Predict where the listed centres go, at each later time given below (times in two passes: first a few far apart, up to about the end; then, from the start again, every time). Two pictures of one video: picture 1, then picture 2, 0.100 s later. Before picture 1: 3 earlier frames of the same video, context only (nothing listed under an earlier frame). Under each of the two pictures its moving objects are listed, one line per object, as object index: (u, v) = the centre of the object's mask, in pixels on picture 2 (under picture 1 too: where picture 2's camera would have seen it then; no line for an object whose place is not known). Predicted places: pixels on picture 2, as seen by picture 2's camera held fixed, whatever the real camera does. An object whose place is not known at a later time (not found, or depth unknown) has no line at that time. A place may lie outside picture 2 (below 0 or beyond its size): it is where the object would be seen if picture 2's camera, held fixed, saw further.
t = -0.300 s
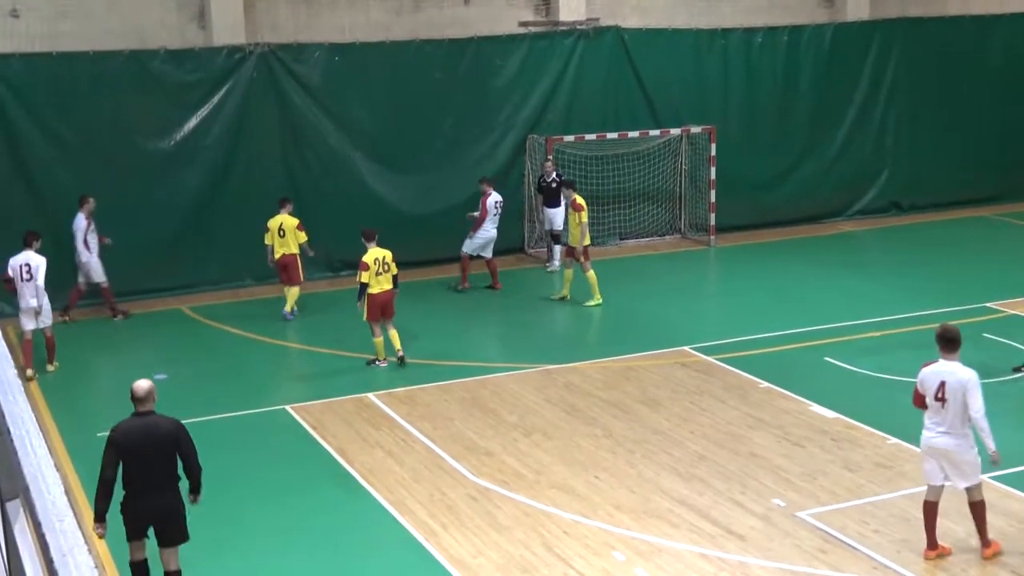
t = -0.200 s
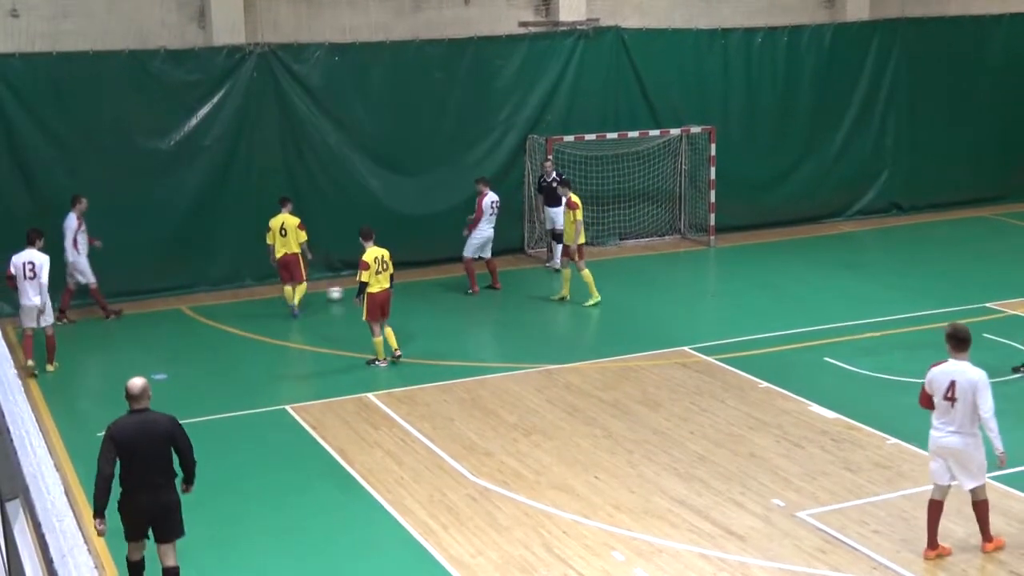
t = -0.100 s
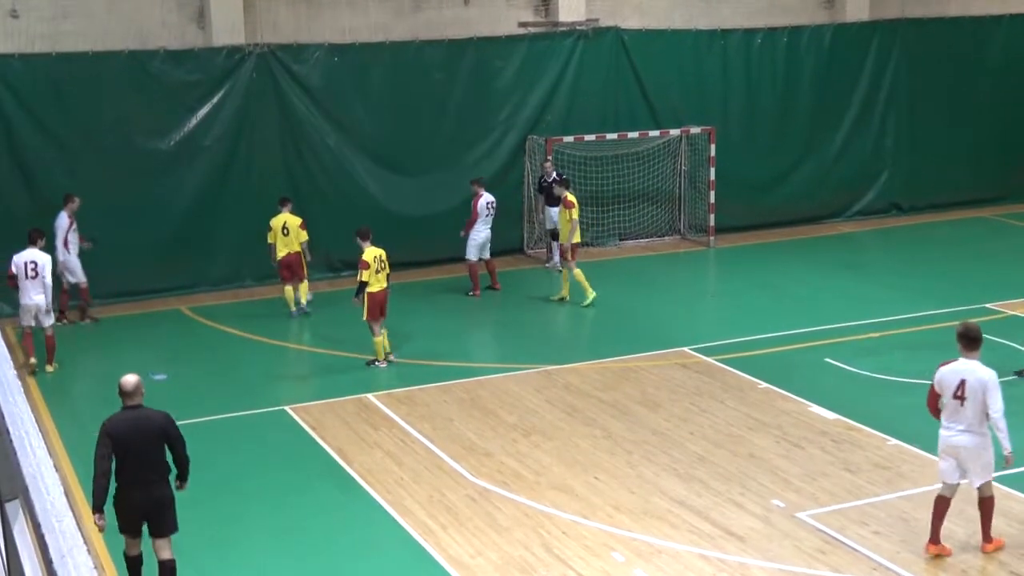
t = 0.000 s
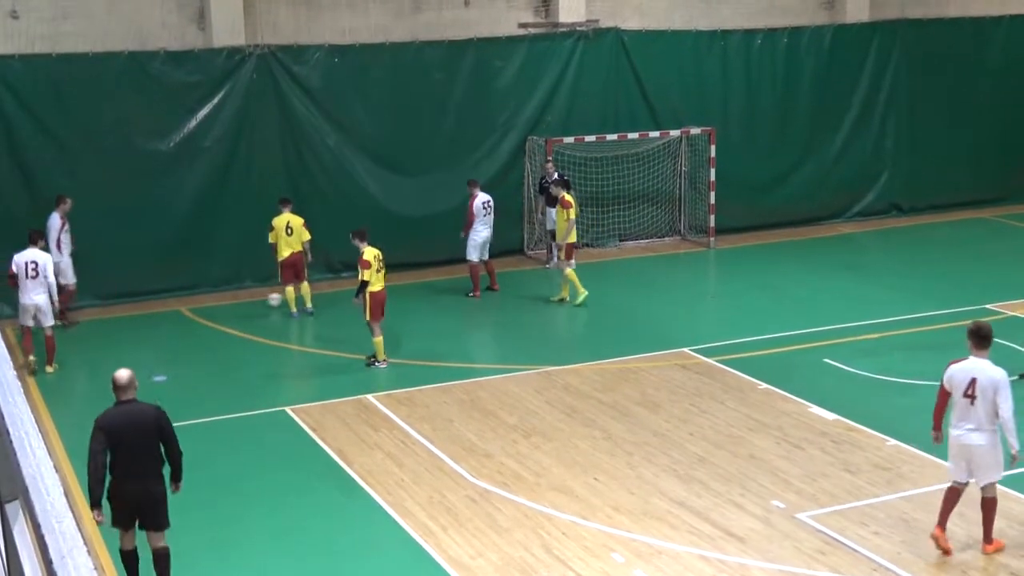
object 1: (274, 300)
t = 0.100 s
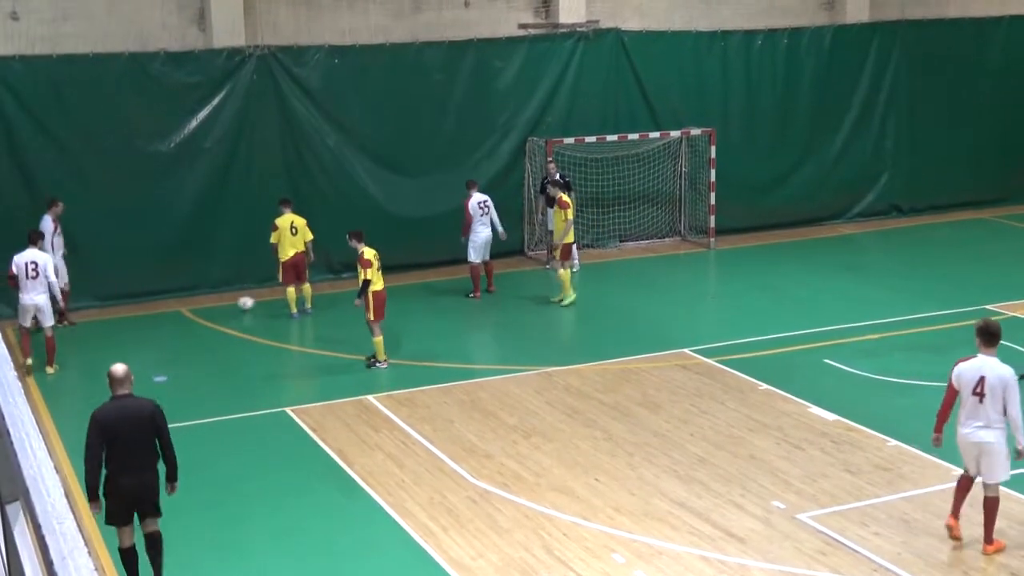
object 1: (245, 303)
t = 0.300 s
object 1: (188, 308)
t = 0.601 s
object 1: (100, 315)
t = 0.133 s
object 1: (236, 304)
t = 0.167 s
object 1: (227, 305)
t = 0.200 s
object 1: (217, 306)
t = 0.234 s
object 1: (207, 306)
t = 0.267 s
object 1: (198, 307)
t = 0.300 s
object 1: (188, 308)
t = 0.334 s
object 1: (177, 308)
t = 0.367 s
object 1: (169, 309)
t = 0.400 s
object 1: (158, 310)
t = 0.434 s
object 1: (149, 311)
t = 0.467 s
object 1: (139, 312)
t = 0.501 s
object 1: (129, 313)
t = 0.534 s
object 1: (119, 314)
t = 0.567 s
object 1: (110, 314)
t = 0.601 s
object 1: (100, 315)
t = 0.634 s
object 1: (91, 315)
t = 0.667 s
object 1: (81, 316)
